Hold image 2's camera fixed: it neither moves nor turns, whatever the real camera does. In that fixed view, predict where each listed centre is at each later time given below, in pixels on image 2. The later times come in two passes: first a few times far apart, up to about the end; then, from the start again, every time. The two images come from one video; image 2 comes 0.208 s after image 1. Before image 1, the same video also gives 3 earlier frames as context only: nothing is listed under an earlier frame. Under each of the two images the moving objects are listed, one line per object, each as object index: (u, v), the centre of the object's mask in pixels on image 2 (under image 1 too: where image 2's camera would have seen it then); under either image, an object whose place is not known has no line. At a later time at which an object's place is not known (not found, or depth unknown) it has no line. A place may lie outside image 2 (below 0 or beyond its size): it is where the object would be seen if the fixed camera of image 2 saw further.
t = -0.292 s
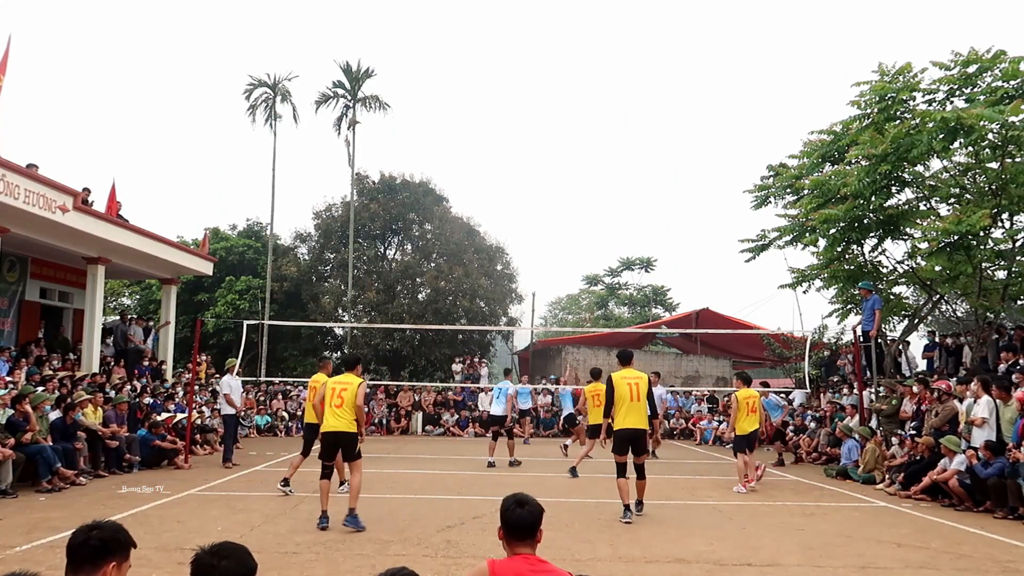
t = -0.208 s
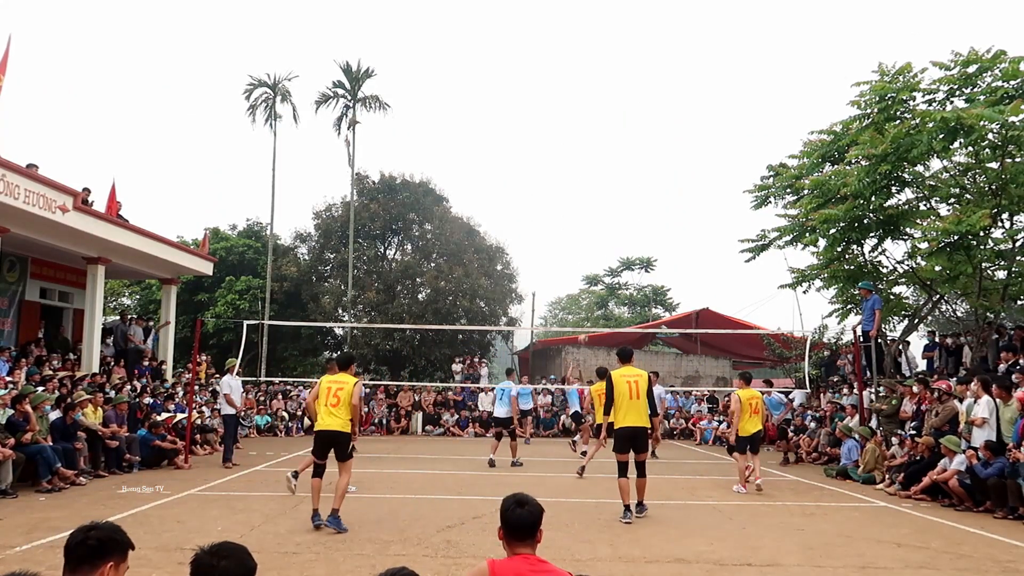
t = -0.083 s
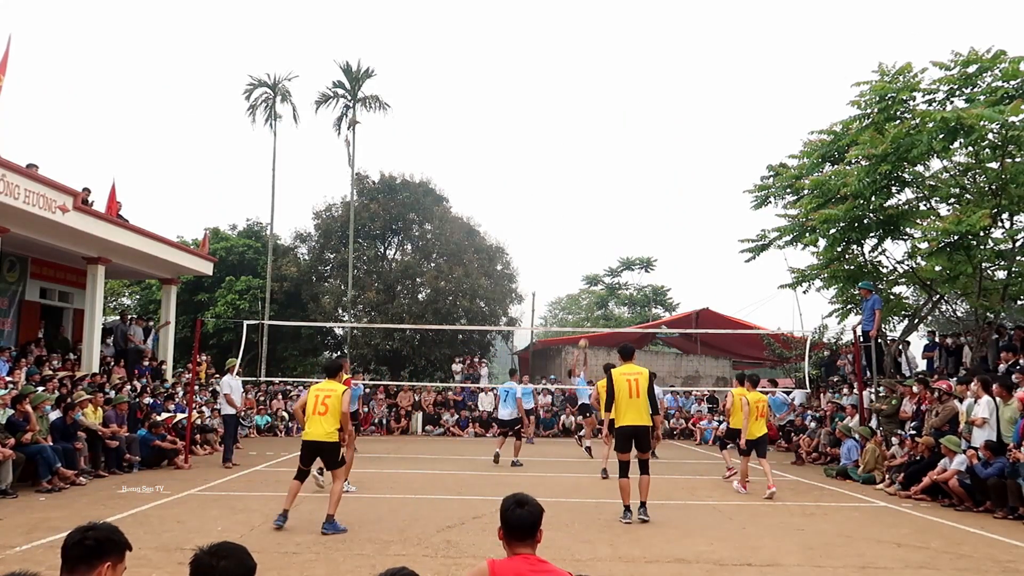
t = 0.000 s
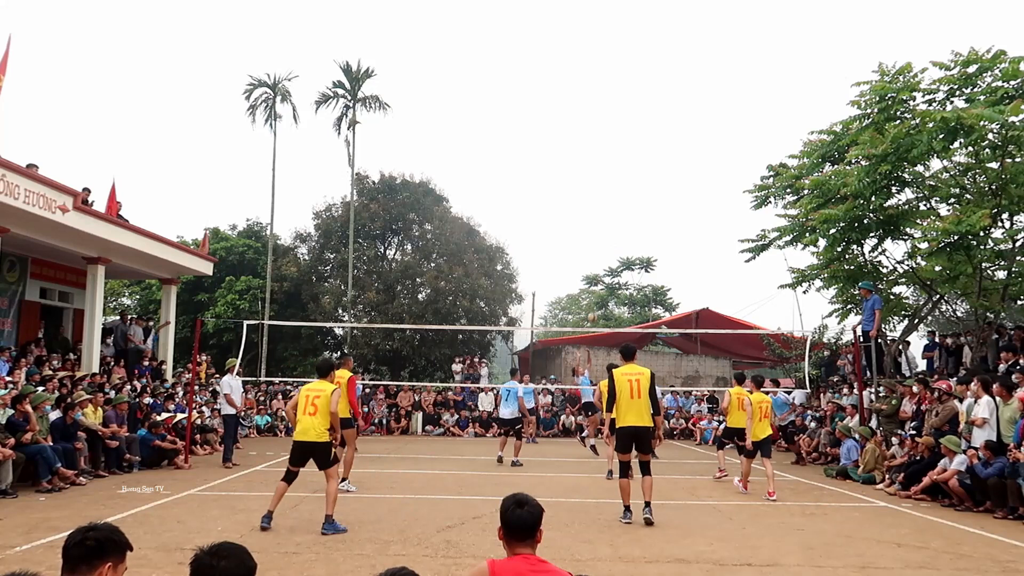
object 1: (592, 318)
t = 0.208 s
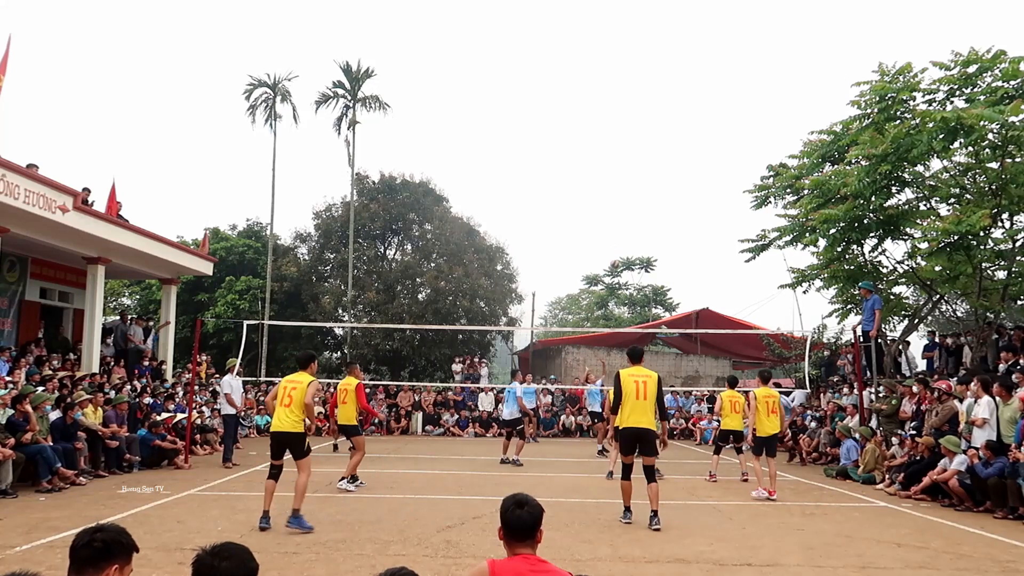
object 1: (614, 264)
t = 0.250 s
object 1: (619, 256)
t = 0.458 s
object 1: (642, 223)
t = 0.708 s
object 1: (668, 212)
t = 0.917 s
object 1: (693, 226)
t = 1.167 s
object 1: (720, 267)
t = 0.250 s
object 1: (619, 256)
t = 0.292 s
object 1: (623, 248)
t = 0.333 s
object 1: (627, 241)
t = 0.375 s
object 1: (632, 235)
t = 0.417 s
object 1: (638, 227)
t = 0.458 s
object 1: (642, 223)
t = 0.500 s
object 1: (647, 219)
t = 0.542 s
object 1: (651, 216)
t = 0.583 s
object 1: (655, 214)
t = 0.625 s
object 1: (660, 213)
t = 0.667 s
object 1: (664, 212)
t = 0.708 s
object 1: (668, 212)
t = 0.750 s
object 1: (673, 213)
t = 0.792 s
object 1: (677, 214)
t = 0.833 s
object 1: (682, 216)
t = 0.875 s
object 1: (686, 220)
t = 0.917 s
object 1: (693, 226)
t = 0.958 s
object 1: (697, 231)
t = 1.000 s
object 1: (702, 236)
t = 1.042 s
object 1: (706, 243)
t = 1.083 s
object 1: (711, 250)
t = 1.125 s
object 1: (715, 258)
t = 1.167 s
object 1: (720, 267)
